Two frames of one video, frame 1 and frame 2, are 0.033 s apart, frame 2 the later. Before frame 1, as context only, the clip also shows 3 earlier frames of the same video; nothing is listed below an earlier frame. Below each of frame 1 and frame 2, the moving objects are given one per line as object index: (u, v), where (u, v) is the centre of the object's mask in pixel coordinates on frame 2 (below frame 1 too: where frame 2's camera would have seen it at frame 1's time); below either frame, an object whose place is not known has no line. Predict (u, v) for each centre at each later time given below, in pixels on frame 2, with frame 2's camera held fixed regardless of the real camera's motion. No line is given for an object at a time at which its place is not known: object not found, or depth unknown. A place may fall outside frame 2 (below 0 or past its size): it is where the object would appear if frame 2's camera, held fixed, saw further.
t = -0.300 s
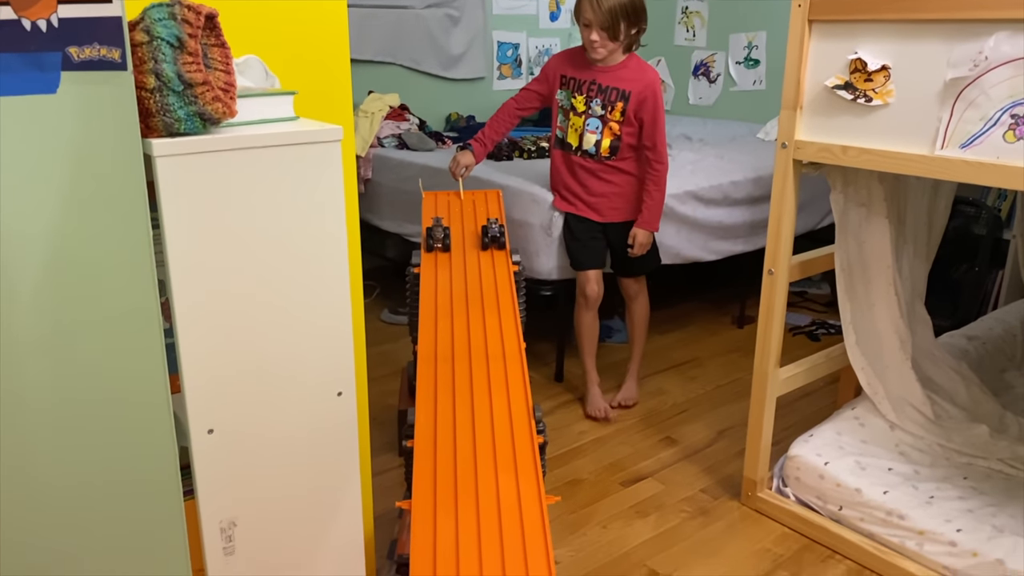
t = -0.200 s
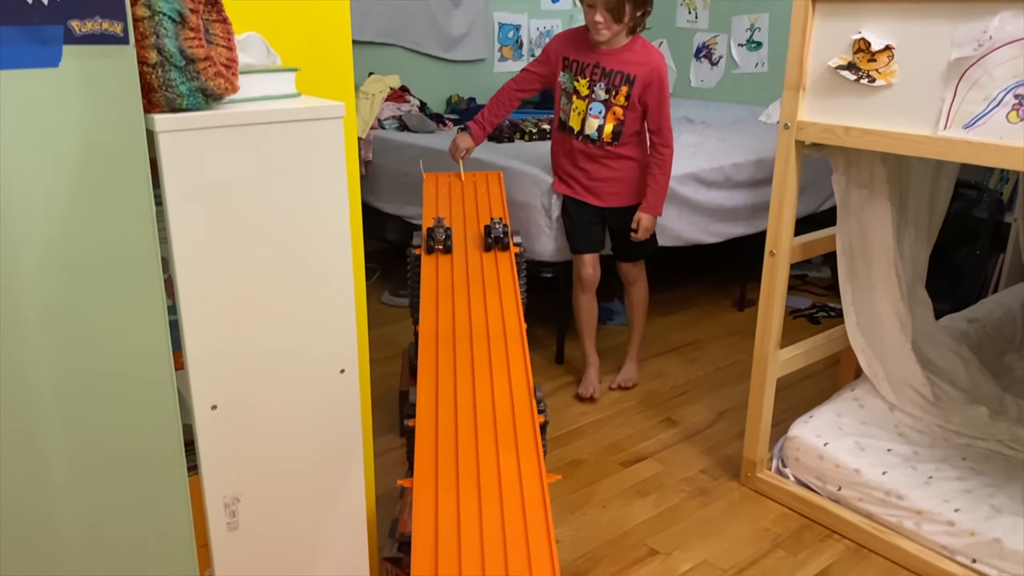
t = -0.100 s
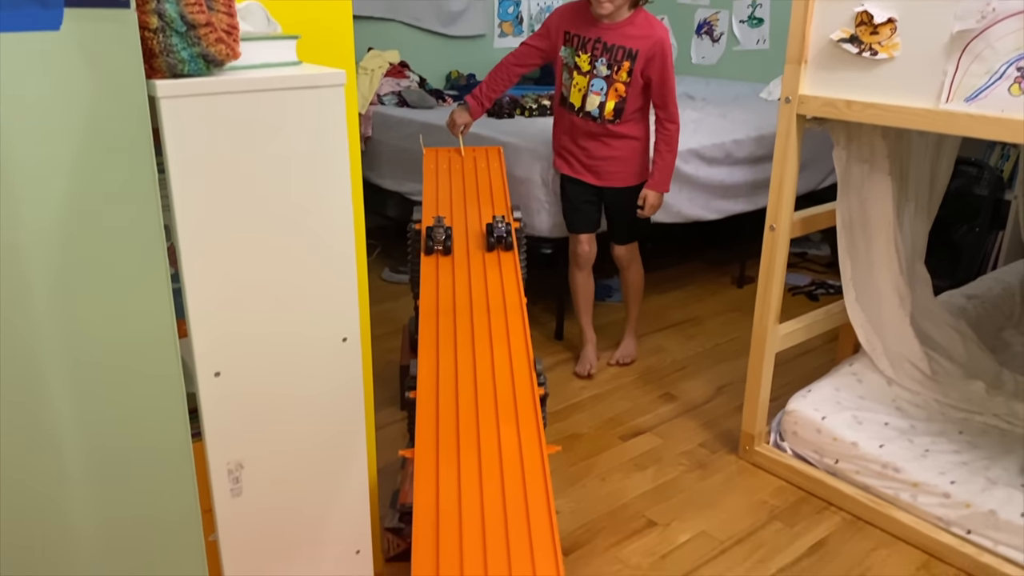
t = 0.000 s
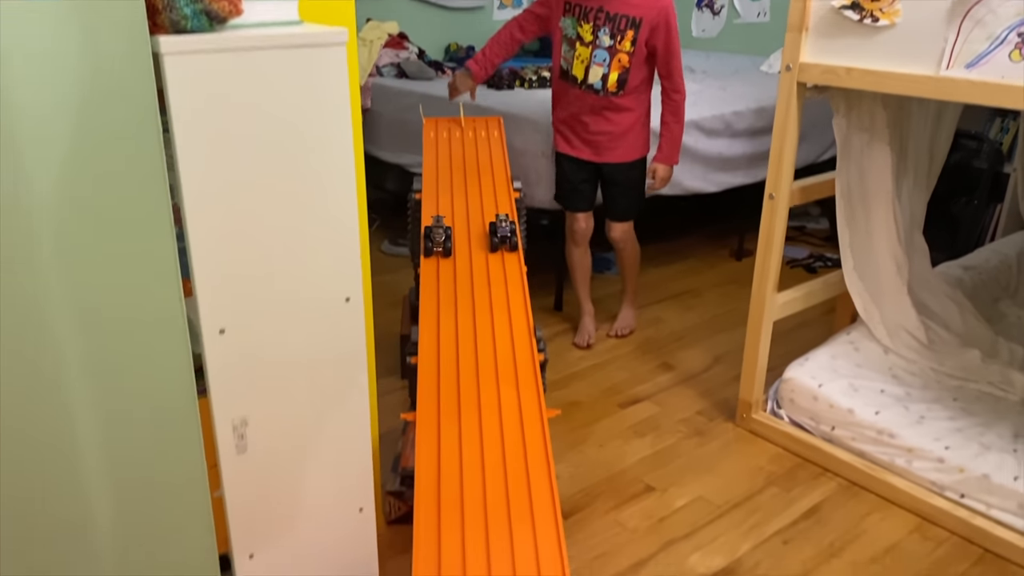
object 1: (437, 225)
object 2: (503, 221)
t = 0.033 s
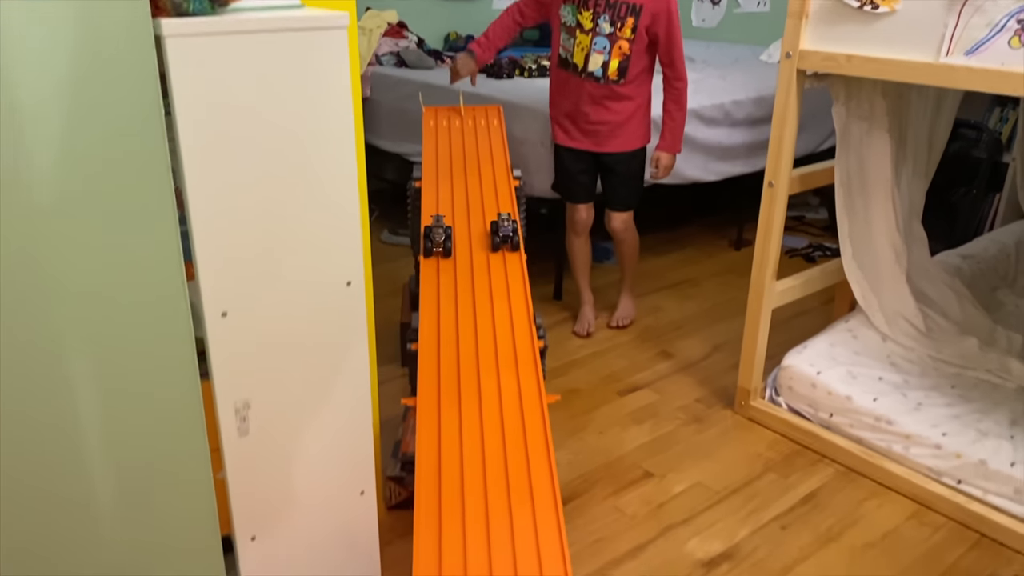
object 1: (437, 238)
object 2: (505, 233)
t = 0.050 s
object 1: (437, 245)
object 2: (506, 239)
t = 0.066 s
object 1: (437, 252)
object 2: (506, 246)
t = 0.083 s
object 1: (437, 259)
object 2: (507, 253)
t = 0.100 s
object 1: (436, 267)
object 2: (508, 260)
